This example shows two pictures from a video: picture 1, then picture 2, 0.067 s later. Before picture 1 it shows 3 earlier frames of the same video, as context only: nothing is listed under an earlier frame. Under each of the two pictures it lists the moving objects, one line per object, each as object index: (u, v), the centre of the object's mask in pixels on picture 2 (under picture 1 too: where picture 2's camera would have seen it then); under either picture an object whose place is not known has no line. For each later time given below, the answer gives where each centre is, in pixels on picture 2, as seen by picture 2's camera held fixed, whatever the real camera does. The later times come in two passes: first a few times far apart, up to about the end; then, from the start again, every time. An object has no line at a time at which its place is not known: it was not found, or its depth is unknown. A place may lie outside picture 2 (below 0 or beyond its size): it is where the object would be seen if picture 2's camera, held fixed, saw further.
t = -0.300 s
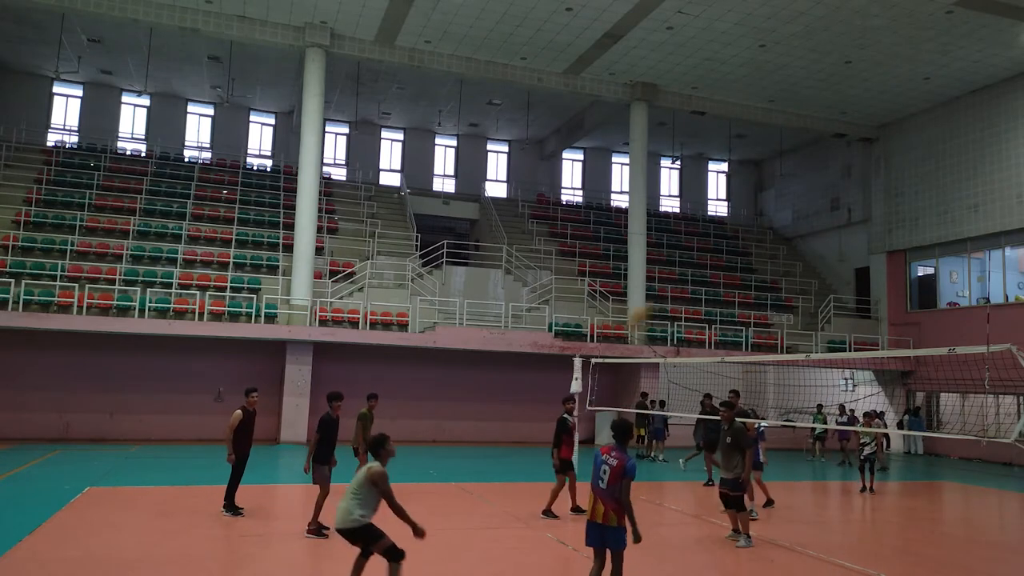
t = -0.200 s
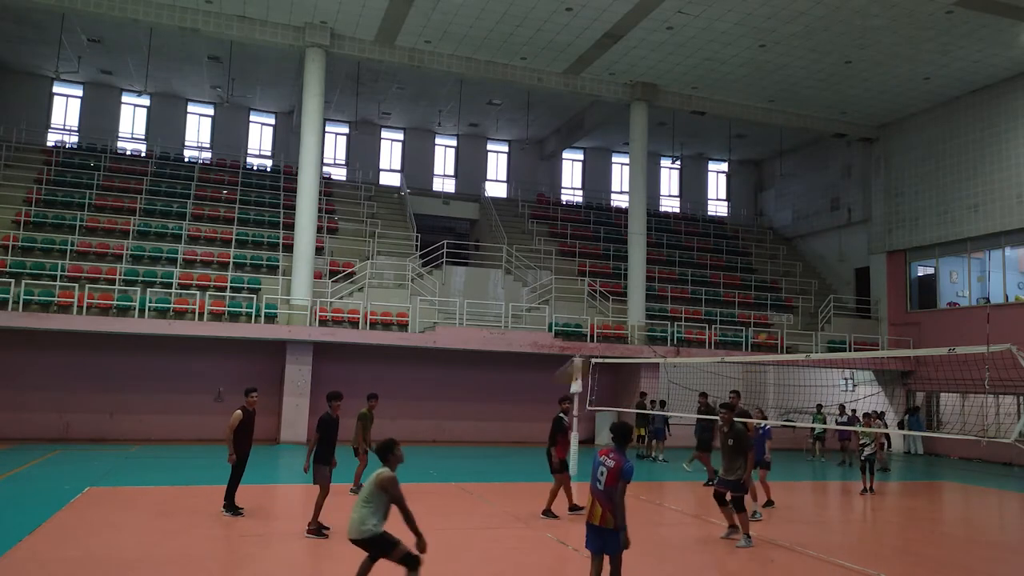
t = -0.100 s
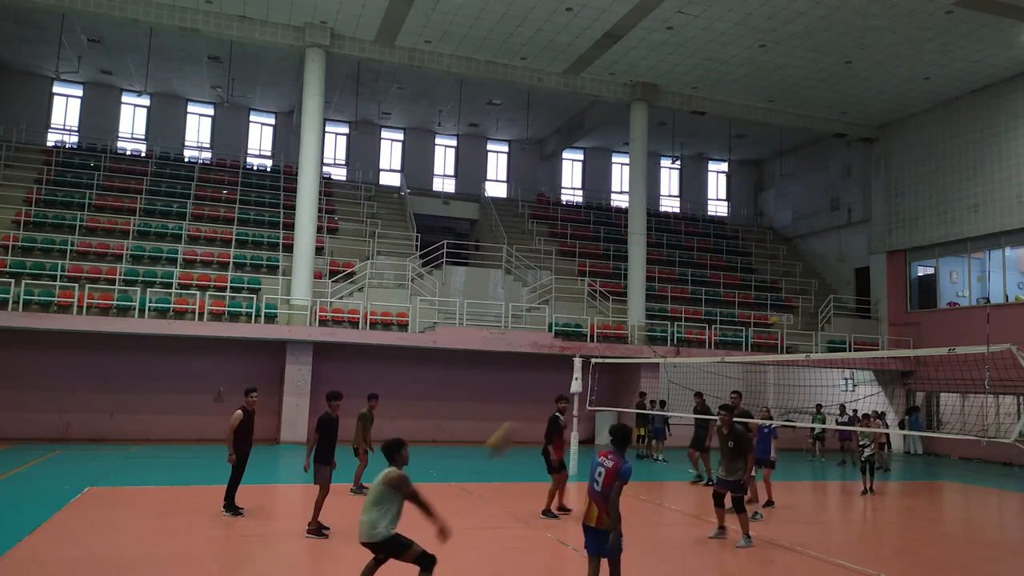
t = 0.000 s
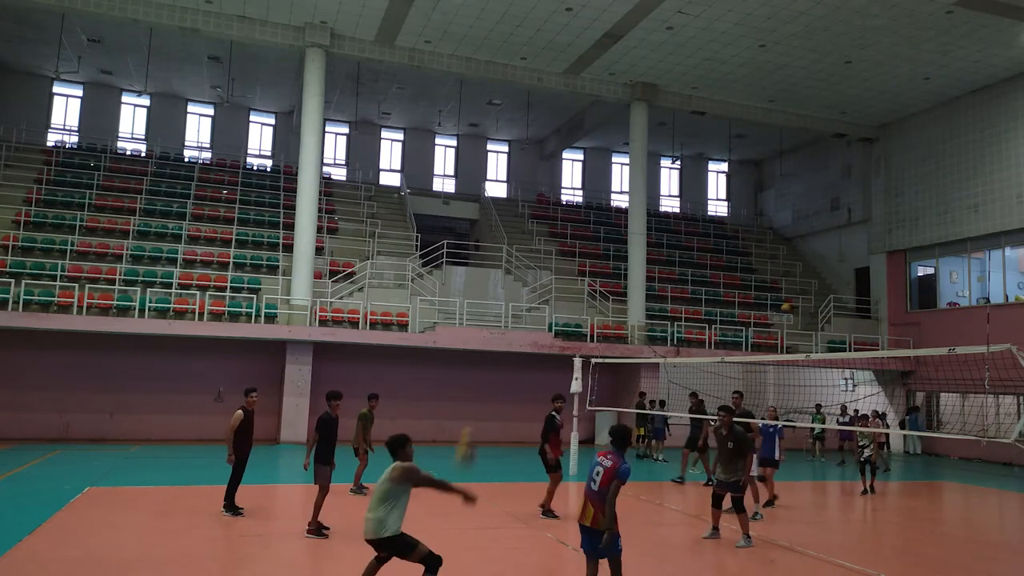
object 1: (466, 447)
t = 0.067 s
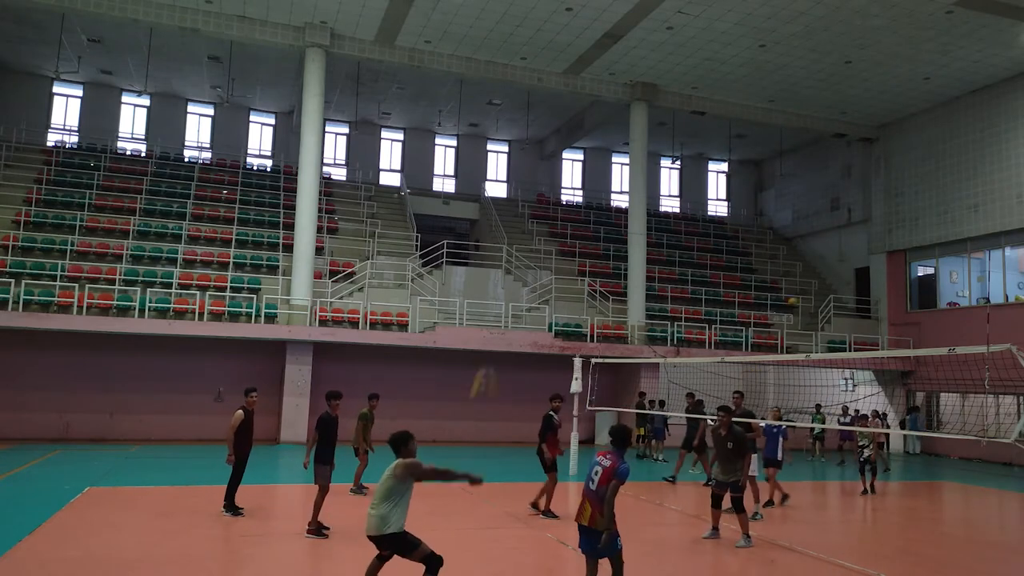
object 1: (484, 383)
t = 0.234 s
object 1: (518, 259)
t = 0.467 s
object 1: (559, 151)
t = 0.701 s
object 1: (592, 105)
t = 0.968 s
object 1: (623, 108)
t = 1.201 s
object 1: (647, 155)
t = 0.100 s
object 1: (490, 360)
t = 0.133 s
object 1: (499, 333)
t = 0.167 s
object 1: (506, 303)
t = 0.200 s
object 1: (510, 282)
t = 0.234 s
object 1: (518, 259)
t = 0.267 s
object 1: (522, 239)
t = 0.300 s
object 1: (529, 222)
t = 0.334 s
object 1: (538, 205)
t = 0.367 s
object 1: (542, 191)
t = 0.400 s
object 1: (545, 176)
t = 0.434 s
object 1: (553, 163)
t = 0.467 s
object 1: (559, 151)
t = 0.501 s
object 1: (565, 140)
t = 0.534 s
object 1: (569, 131)
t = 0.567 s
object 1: (573, 125)
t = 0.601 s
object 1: (578, 118)
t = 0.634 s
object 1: (584, 113)
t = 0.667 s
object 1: (588, 108)
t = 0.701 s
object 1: (592, 105)
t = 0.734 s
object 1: (596, 101)
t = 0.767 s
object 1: (600, 100)
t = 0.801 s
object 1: (604, 99)
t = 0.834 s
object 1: (608, 99)
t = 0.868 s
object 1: (611, 100)
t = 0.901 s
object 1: (615, 102)
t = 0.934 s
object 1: (619, 104)
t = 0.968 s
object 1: (623, 108)
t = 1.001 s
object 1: (626, 112)
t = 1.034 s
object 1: (629, 118)
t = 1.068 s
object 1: (633, 124)
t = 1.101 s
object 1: (637, 132)
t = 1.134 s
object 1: (641, 139)
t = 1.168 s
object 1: (644, 147)
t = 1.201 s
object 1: (647, 155)
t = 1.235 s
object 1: (648, 165)
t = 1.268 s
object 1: (650, 176)
